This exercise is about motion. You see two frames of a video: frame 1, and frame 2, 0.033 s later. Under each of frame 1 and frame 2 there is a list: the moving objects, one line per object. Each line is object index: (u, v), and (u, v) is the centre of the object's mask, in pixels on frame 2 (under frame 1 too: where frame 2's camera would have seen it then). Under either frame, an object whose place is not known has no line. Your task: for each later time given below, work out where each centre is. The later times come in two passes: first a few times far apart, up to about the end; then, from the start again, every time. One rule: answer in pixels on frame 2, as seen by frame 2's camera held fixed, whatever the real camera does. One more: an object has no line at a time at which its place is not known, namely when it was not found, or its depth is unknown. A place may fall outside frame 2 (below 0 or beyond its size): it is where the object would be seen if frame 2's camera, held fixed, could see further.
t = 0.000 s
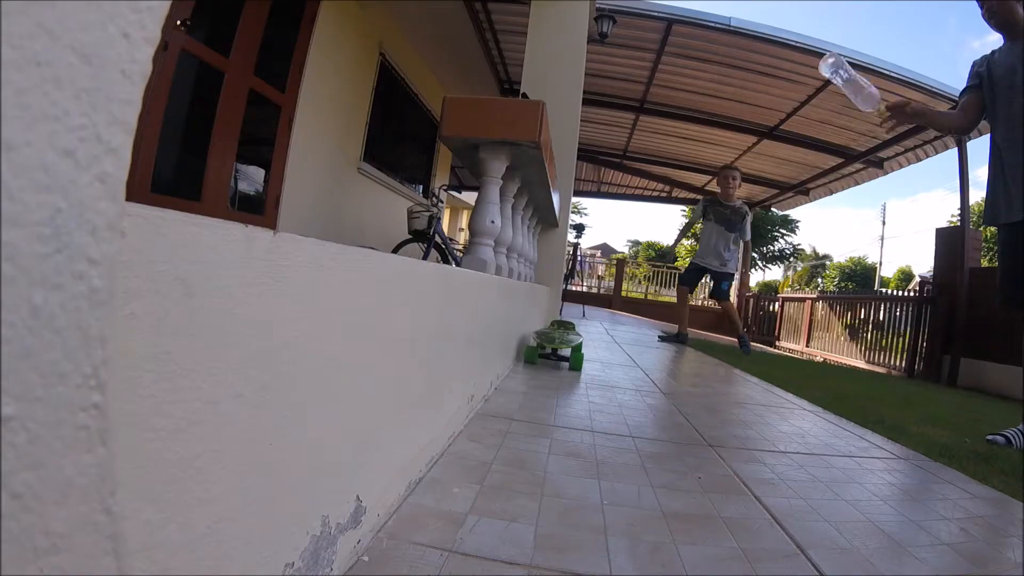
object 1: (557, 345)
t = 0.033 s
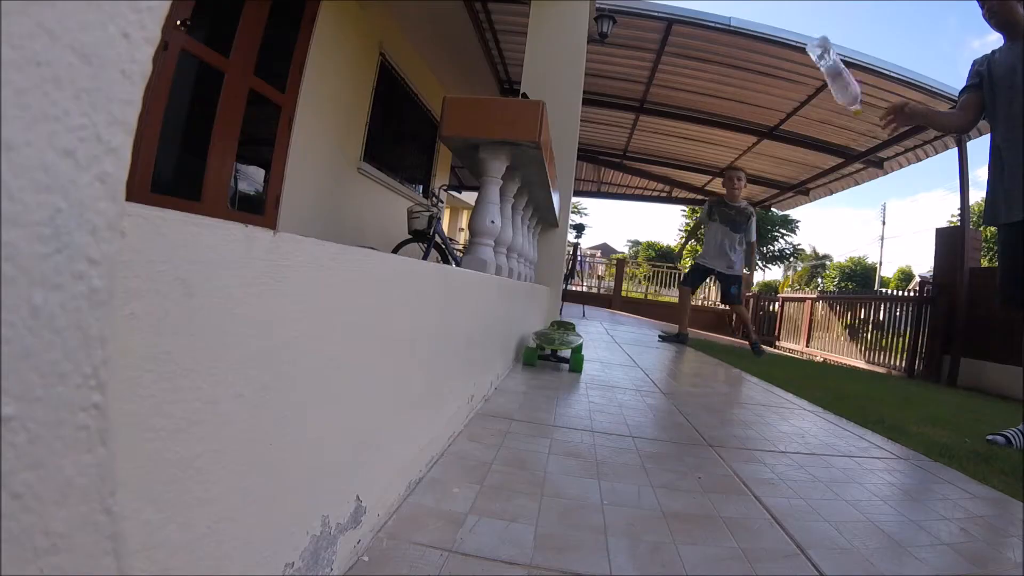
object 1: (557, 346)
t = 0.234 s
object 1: (554, 353)
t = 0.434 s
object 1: (552, 361)
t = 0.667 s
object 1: (546, 373)
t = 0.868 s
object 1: (539, 384)
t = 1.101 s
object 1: (533, 399)
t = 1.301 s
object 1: (524, 413)
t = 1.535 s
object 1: (514, 432)
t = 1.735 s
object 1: (507, 447)
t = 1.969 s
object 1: (503, 457)
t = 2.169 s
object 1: (502, 457)
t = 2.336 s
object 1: (503, 457)
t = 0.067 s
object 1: (557, 347)
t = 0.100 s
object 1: (556, 348)
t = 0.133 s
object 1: (556, 349)
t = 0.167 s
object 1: (555, 351)
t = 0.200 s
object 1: (555, 352)
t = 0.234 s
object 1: (554, 353)
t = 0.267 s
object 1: (554, 354)
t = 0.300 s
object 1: (553, 356)
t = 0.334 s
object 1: (553, 357)
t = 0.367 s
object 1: (552, 358)
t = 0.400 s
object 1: (552, 360)
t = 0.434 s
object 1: (552, 361)
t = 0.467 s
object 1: (552, 362)
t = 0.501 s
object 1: (551, 364)
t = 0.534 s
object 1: (549, 366)
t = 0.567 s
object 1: (548, 373)
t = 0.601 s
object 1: (548, 373)
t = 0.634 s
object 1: (548, 373)
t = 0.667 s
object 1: (546, 373)
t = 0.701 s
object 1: (545, 374)
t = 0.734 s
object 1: (543, 376)
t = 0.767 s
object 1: (543, 378)
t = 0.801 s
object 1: (542, 380)
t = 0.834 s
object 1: (541, 381)
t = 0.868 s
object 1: (539, 384)
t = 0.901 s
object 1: (538, 386)
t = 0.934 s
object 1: (538, 388)
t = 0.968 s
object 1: (536, 390)
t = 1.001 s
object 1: (535, 392)
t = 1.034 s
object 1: (534, 394)
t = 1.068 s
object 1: (533, 396)
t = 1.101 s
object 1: (533, 399)
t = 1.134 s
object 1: (532, 401)
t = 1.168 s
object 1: (531, 404)
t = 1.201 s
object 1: (530, 406)
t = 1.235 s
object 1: (529, 408)
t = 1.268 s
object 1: (526, 411)
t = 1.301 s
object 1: (524, 413)
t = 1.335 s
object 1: (523, 416)
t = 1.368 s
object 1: (521, 418)
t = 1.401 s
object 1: (520, 421)
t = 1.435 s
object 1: (519, 424)
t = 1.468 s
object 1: (517, 426)
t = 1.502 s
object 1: (516, 429)
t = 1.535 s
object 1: (514, 432)
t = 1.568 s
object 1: (513, 435)
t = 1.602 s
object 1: (512, 437)
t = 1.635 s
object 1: (510, 440)
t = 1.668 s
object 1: (509, 442)
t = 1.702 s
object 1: (508, 445)
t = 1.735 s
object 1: (507, 447)
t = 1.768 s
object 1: (506, 449)
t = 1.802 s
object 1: (505, 451)
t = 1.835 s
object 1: (505, 452)
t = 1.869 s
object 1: (504, 454)
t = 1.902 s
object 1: (503, 455)
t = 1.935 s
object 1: (503, 456)
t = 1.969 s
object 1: (503, 457)
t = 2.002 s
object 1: (502, 457)
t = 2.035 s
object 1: (502, 458)
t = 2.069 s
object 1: (502, 458)
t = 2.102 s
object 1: (502, 457)
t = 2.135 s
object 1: (502, 457)
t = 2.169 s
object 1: (502, 457)
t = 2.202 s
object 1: (503, 457)
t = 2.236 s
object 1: (503, 457)
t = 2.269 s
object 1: (503, 457)
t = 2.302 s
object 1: (503, 457)
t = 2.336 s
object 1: (503, 457)
